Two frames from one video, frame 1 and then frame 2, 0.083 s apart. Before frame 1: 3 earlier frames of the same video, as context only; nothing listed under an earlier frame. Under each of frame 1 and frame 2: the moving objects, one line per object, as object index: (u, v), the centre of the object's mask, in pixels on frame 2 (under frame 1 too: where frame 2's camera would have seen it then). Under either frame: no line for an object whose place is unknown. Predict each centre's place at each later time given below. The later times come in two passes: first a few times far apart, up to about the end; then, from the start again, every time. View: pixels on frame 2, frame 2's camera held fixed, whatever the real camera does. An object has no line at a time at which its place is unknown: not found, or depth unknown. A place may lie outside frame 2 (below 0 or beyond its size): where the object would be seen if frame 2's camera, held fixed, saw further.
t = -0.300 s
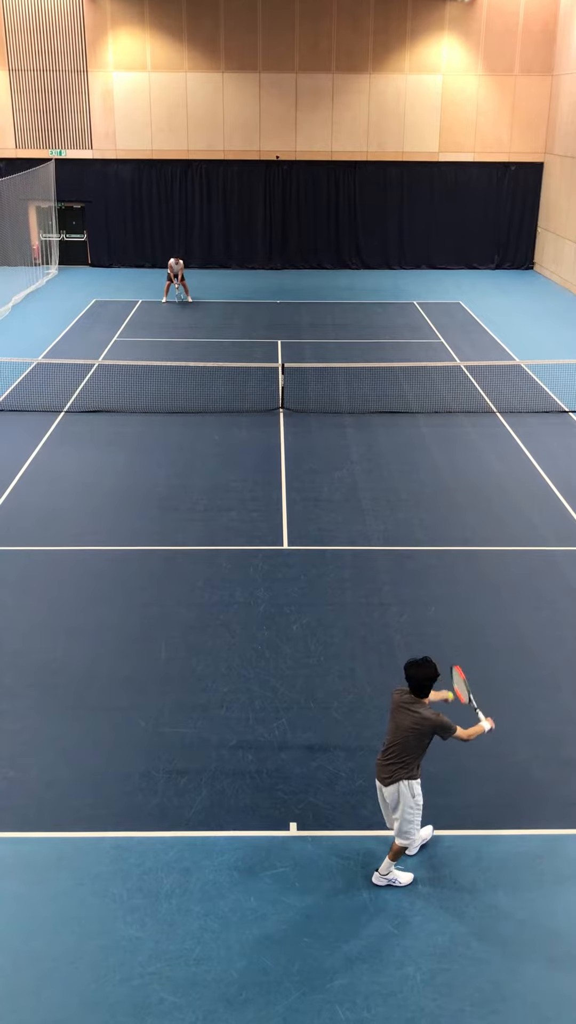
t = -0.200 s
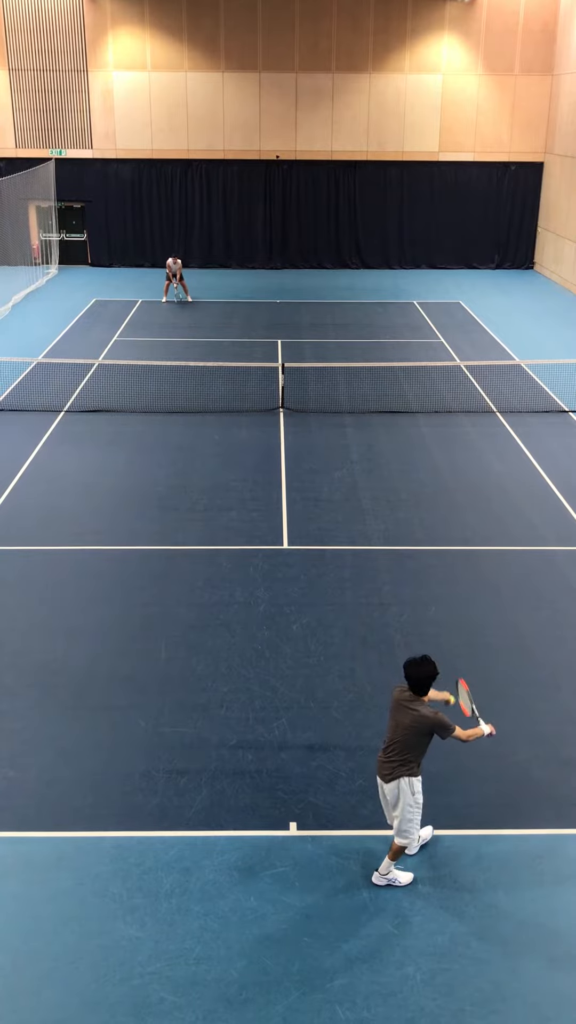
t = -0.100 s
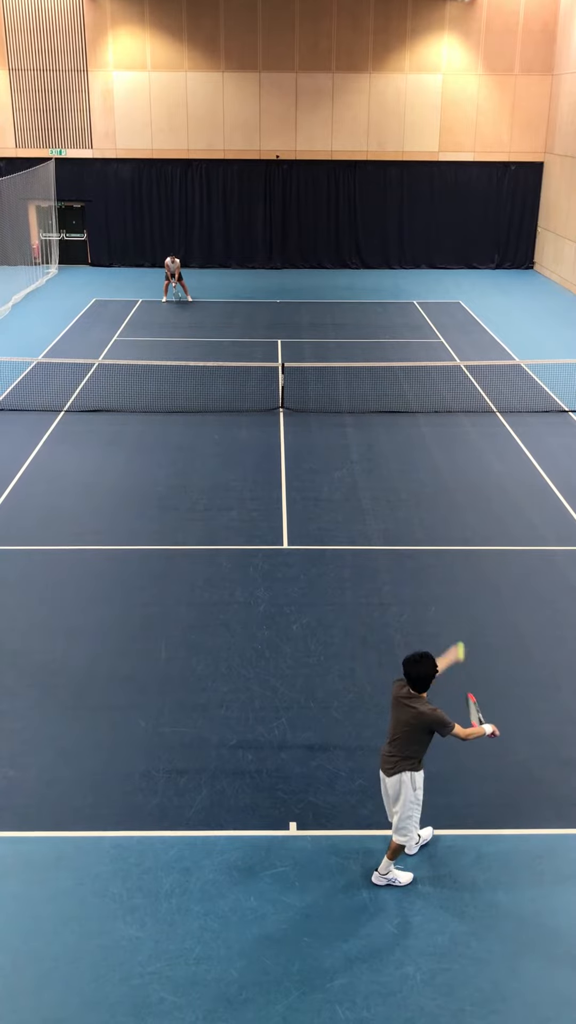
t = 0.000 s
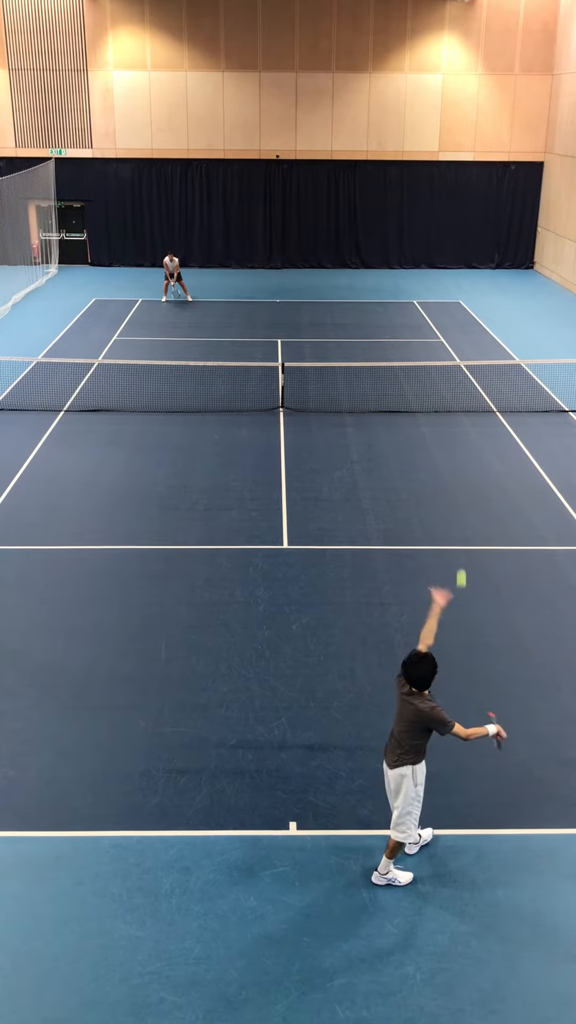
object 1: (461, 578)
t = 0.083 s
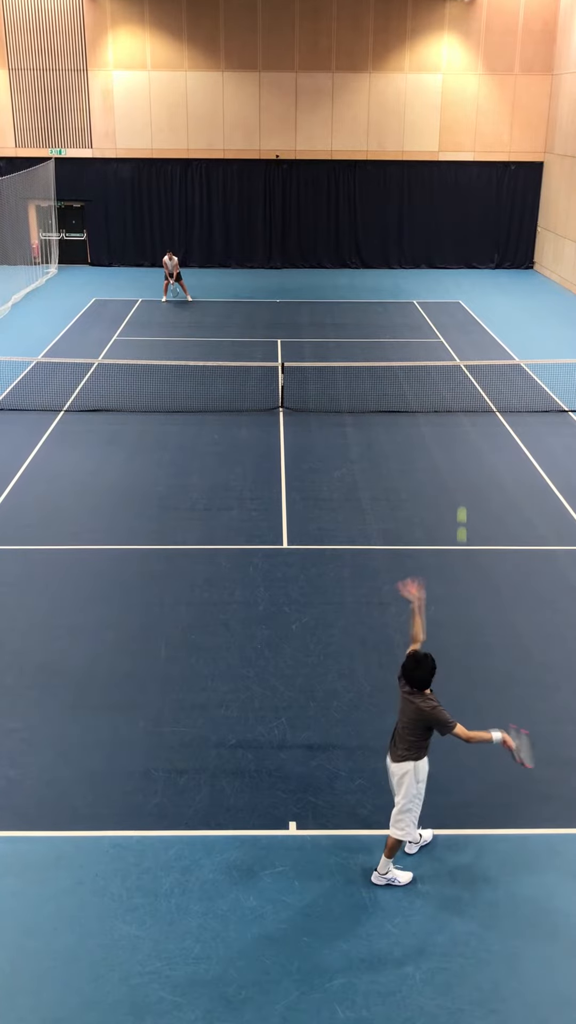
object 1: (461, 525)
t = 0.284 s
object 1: (461, 428)
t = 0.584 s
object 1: (451, 378)
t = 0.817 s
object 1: (438, 423)
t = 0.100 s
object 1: (461, 515)
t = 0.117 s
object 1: (461, 505)
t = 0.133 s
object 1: (461, 496)
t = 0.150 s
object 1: (461, 488)
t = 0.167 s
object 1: (461, 478)
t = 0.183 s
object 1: (462, 470)
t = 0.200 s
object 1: (461, 462)
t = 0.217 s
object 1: (461, 455)
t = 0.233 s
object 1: (461, 448)
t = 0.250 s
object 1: (461, 440)
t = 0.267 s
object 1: (461, 434)
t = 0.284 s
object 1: (461, 428)
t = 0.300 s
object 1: (461, 421)
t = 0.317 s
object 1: (460, 416)
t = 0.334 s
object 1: (460, 411)
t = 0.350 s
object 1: (460, 406)
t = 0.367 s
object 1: (459, 401)
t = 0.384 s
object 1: (459, 398)
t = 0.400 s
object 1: (458, 393)
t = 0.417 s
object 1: (458, 391)
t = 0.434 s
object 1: (457, 387)
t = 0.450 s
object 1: (457, 385)
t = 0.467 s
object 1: (456, 382)
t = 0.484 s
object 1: (456, 380)
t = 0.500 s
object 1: (455, 379)
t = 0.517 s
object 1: (454, 378)
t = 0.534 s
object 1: (454, 378)
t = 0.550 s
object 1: (453, 377)
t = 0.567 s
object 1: (452, 377)
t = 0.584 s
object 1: (451, 378)
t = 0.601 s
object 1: (451, 379)
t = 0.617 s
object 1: (450, 380)
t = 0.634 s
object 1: (449, 382)
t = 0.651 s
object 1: (448, 384)
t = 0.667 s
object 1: (447, 386)
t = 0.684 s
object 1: (446, 389)
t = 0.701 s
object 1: (445, 392)
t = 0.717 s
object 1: (444, 395)
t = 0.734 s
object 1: (443, 399)
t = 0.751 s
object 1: (442, 403)
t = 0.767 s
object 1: (441, 407)
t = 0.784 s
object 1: (440, 413)
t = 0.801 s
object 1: (439, 418)
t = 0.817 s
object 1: (438, 423)
